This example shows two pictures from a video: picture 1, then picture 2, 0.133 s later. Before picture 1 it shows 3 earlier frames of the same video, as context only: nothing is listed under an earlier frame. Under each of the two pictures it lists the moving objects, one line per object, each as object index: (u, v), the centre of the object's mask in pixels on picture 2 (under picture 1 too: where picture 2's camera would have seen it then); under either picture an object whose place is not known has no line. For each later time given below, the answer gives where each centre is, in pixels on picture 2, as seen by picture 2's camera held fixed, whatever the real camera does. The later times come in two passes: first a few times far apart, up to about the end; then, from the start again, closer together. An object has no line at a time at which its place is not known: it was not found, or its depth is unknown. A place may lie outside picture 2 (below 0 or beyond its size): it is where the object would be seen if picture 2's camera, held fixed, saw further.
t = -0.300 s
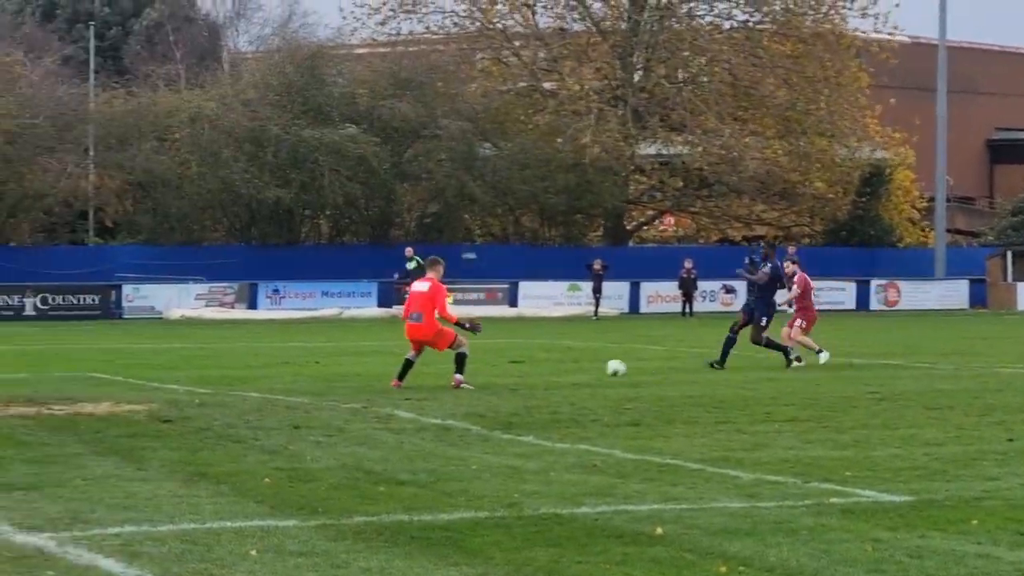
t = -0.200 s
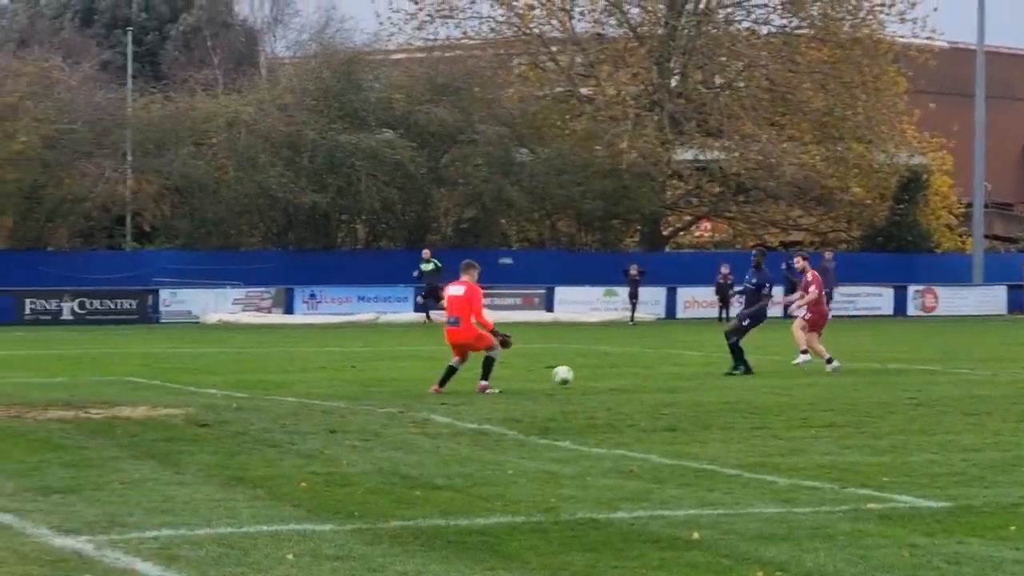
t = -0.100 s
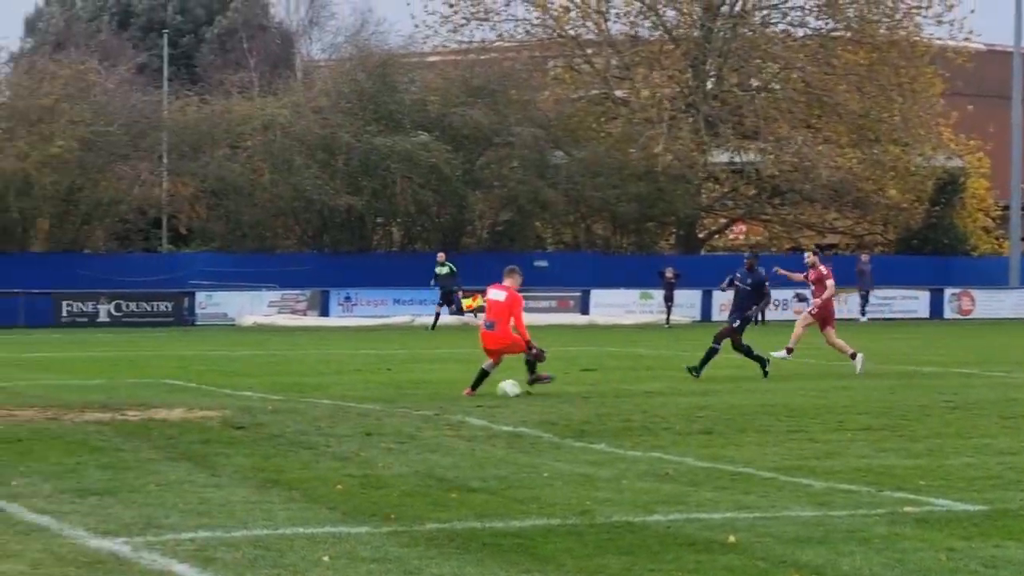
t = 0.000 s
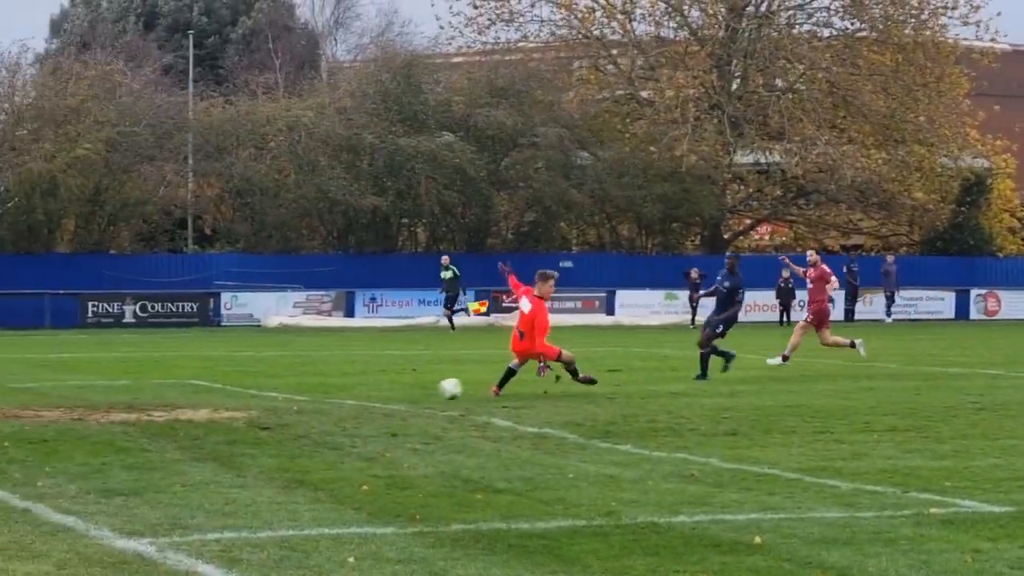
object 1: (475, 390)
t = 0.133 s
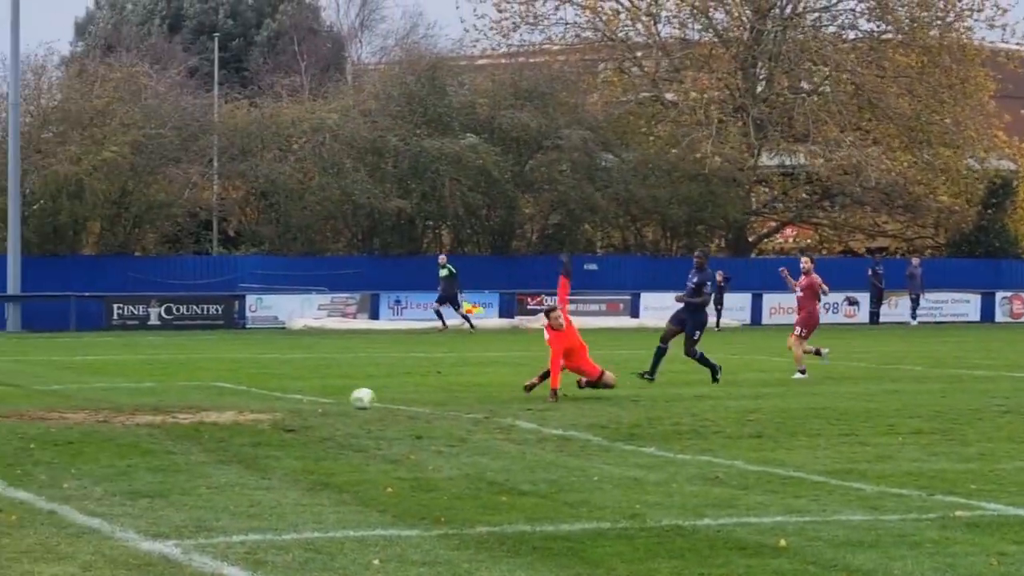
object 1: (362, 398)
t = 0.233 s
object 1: (281, 395)
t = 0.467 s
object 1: (86, 406)
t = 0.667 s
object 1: (-87, 425)
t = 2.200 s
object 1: (-299, 446)
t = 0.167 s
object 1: (337, 396)
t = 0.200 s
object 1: (310, 394)
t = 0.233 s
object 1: (281, 395)
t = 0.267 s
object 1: (254, 396)
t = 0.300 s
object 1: (226, 400)
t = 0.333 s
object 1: (196, 406)
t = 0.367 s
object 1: (169, 404)
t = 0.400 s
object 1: (141, 403)
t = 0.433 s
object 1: (115, 404)
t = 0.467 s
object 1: (86, 406)
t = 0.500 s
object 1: (58, 411)
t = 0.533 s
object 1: (29, 415)
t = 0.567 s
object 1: (0, 418)
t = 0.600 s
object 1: (-27, 419)
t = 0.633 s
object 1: (-64, 422)
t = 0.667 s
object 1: (-87, 425)
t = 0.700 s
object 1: (-106, 430)
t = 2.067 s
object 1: (-304, 447)
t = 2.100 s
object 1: (-304, 447)
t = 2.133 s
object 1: (-302, 446)
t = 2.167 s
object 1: (-300, 446)
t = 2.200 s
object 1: (-299, 446)
